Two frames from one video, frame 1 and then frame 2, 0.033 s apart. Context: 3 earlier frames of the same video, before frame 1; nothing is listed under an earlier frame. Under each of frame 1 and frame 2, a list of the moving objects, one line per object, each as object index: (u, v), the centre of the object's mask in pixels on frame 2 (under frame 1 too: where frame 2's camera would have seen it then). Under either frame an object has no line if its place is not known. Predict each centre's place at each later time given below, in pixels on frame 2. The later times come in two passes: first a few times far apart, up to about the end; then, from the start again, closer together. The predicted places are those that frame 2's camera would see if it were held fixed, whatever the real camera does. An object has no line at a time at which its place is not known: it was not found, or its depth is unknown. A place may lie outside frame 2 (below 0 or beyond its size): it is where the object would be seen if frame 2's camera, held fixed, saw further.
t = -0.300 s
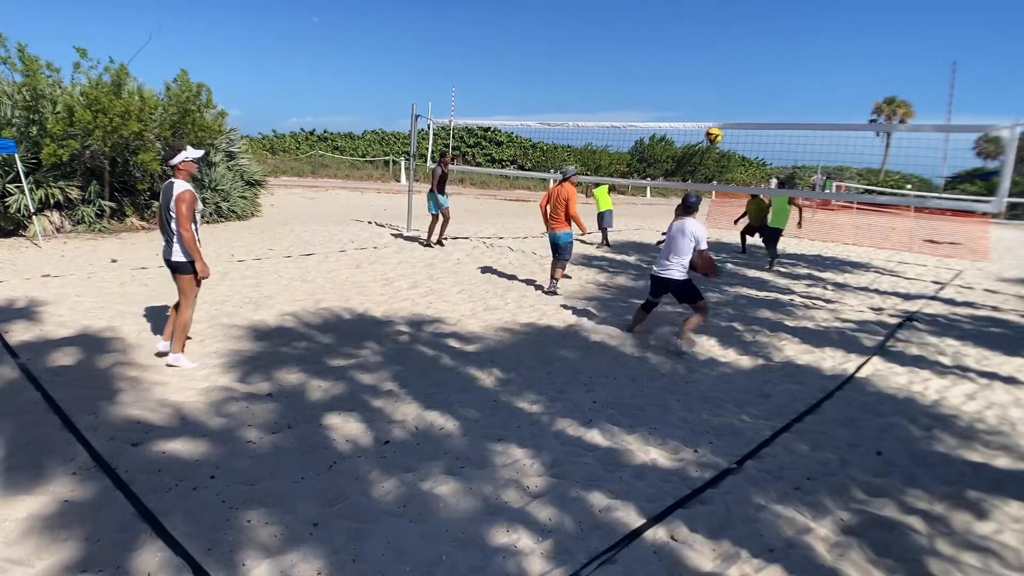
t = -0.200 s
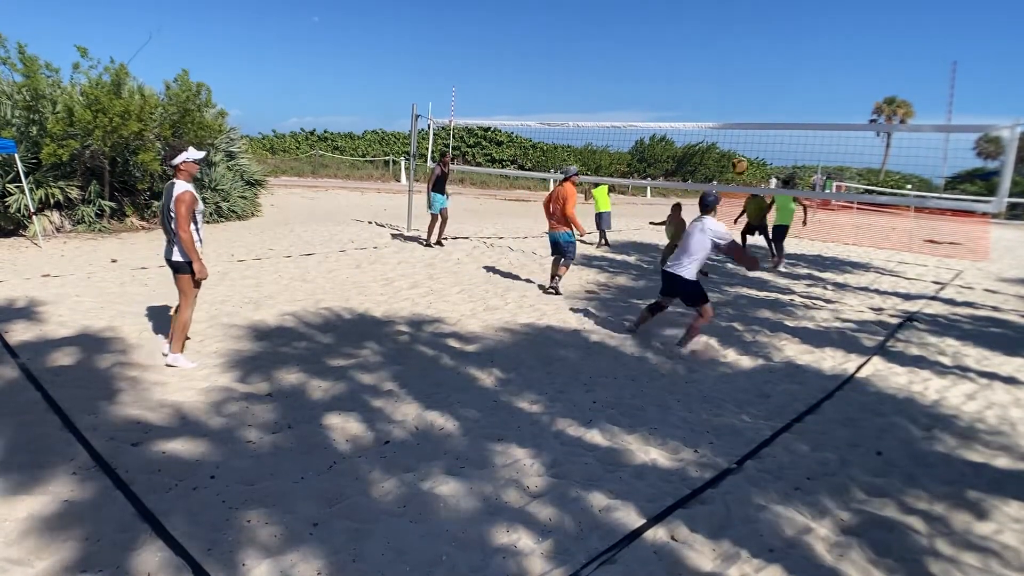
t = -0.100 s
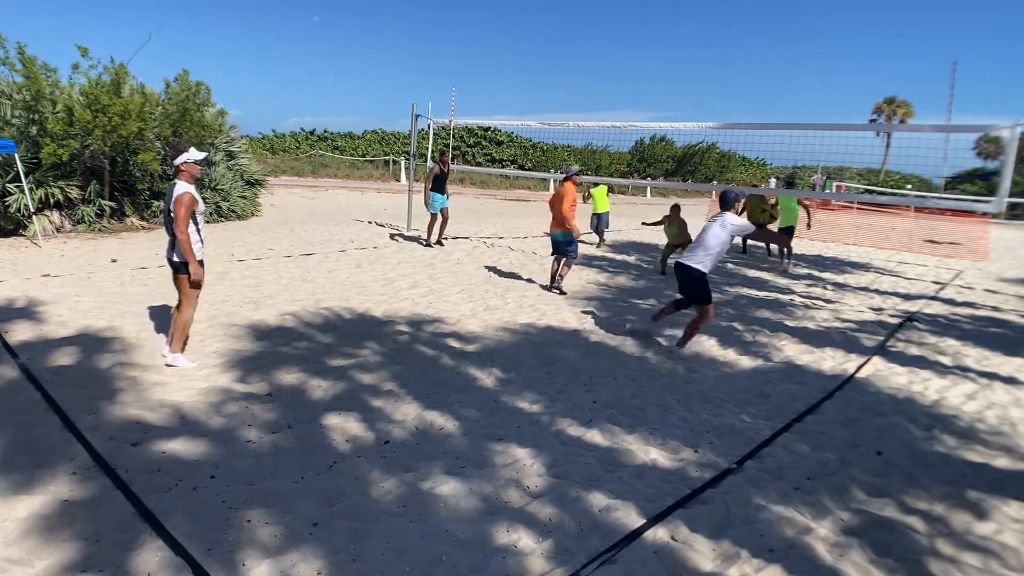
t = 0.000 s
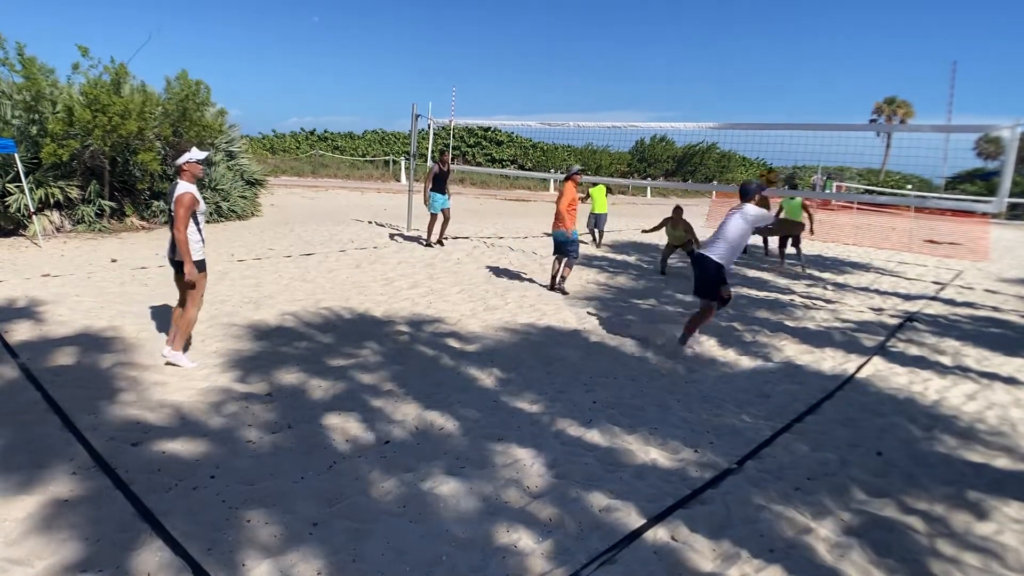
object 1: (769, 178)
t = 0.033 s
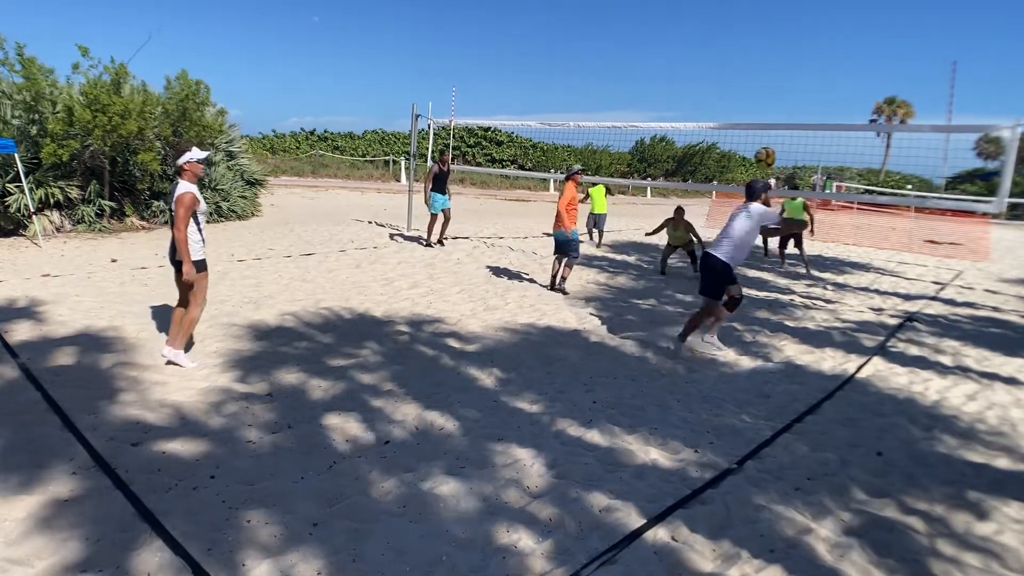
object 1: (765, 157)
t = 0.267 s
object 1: (735, 57)
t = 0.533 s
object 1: (695, 14)
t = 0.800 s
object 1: (657, 40)
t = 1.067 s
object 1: (618, 124)
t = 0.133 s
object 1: (753, 107)
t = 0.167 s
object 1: (748, 92)
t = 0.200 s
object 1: (744, 79)
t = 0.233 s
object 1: (739, 67)
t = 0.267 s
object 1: (735, 57)
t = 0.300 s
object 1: (730, 47)
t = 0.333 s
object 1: (725, 39)
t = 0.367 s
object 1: (720, 32)
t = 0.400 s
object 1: (715, 26)
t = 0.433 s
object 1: (710, 21)
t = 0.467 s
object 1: (705, 18)
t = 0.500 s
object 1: (700, 15)
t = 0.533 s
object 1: (695, 14)
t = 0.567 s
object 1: (691, 14)
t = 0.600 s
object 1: (686, 14)
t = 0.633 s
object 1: (681, 16)
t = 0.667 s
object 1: (676, 19)
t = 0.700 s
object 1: (671, 23)
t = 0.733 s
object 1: (666, 27)
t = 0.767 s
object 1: (661, 34)
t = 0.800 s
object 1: (657, 40)
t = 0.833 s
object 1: (652, 48)
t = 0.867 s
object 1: (647, 56)
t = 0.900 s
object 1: (642, 65)
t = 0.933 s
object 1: (638, 75)
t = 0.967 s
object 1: (633, 86)
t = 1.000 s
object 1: (628, 98)
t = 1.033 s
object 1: (623, 111)
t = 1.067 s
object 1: (618, 124)
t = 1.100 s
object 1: (613, 138)
